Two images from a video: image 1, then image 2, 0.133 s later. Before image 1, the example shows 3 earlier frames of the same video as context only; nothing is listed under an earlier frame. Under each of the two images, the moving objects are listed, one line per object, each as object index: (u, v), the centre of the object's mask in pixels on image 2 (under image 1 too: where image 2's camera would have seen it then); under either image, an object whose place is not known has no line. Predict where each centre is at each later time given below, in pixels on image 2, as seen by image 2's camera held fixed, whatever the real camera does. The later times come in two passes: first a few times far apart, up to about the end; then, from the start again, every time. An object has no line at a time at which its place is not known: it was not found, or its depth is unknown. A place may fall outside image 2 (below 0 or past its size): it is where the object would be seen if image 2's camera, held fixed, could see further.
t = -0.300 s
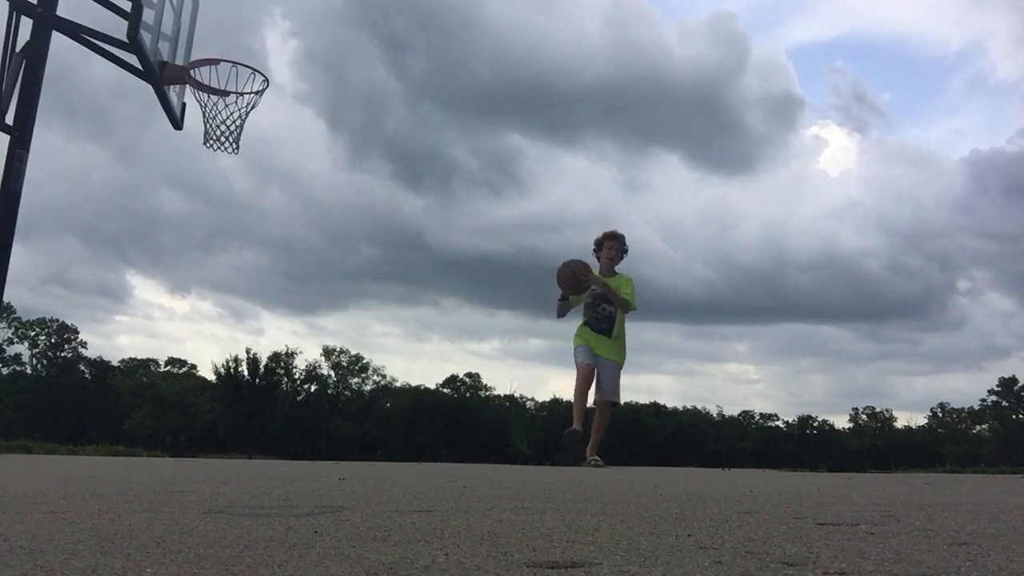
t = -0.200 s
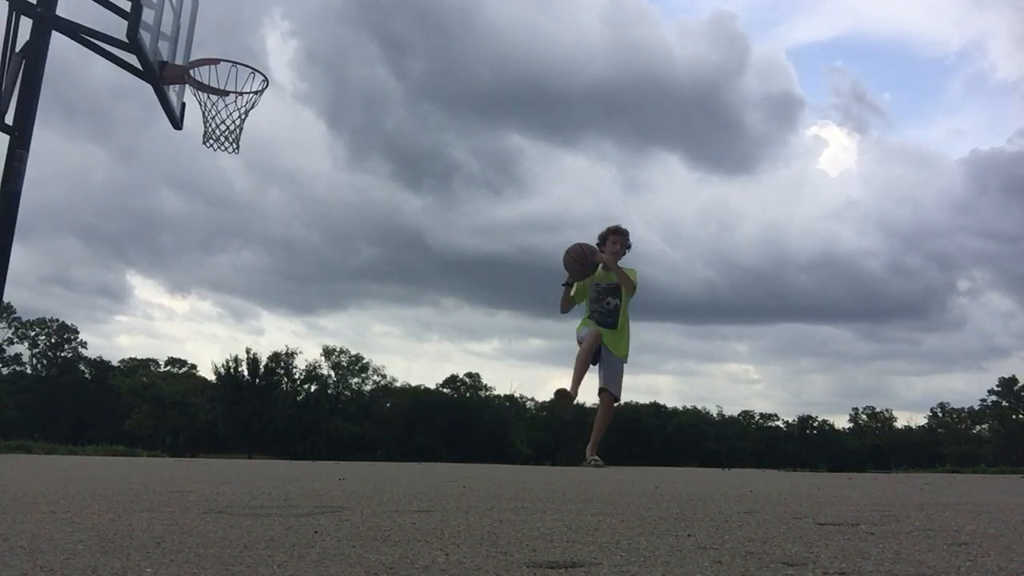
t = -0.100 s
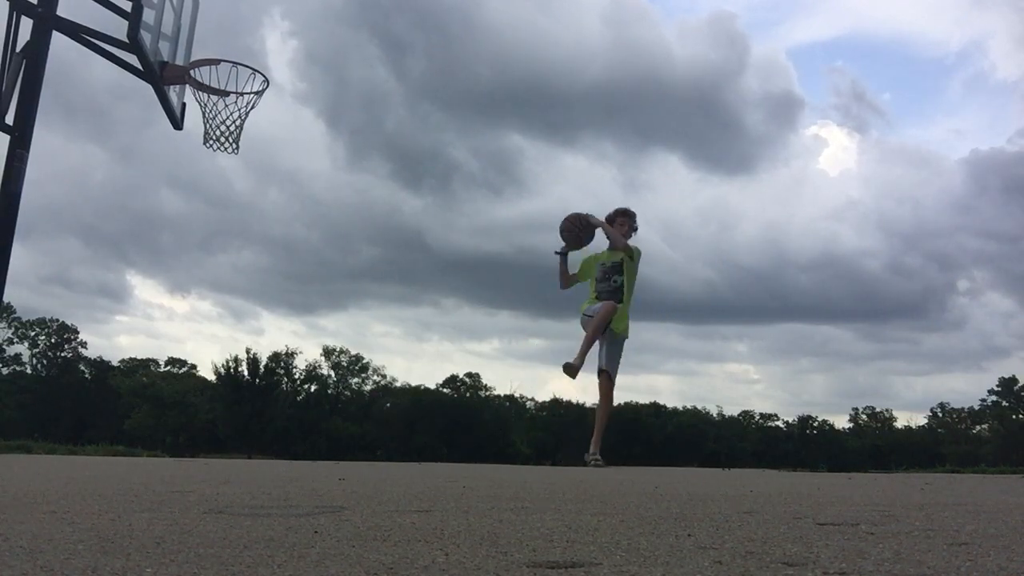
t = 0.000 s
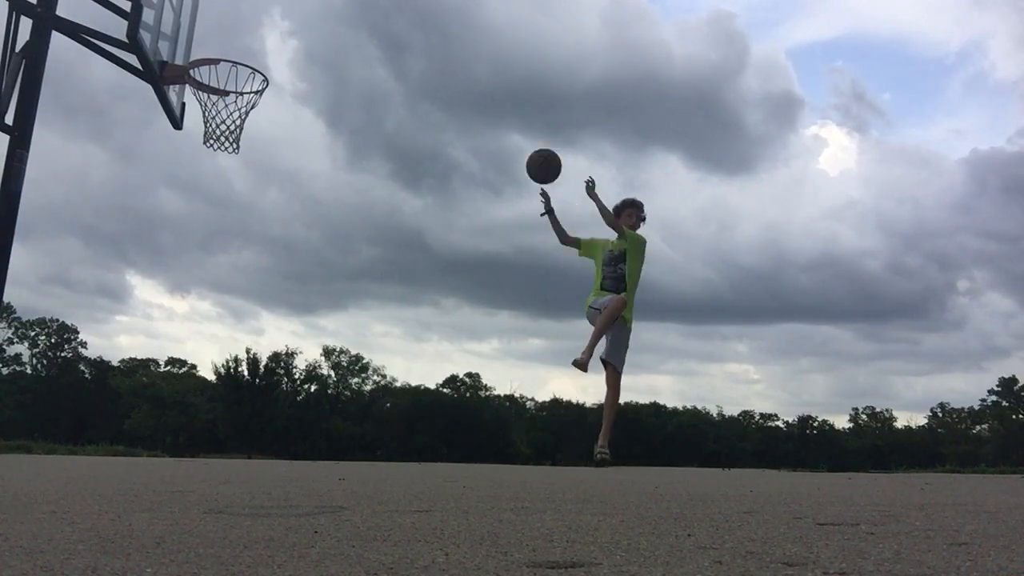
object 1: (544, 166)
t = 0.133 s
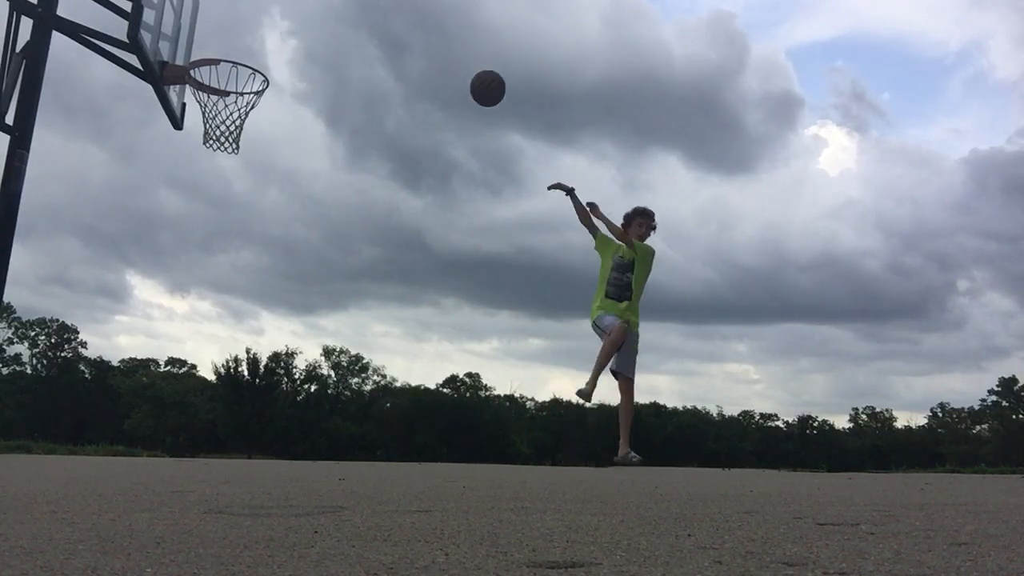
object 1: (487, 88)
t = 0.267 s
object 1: (431, 37)
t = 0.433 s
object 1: (361, 11)
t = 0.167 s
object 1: (474, 73)
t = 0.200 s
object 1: (460, 59)
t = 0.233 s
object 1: (446, 47)
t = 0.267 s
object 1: (431, 37)
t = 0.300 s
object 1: (417, 28)
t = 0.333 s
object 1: (403, 20)
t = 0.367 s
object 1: (389, 15)
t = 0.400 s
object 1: (375, 13)
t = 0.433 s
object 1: (361, 11)
